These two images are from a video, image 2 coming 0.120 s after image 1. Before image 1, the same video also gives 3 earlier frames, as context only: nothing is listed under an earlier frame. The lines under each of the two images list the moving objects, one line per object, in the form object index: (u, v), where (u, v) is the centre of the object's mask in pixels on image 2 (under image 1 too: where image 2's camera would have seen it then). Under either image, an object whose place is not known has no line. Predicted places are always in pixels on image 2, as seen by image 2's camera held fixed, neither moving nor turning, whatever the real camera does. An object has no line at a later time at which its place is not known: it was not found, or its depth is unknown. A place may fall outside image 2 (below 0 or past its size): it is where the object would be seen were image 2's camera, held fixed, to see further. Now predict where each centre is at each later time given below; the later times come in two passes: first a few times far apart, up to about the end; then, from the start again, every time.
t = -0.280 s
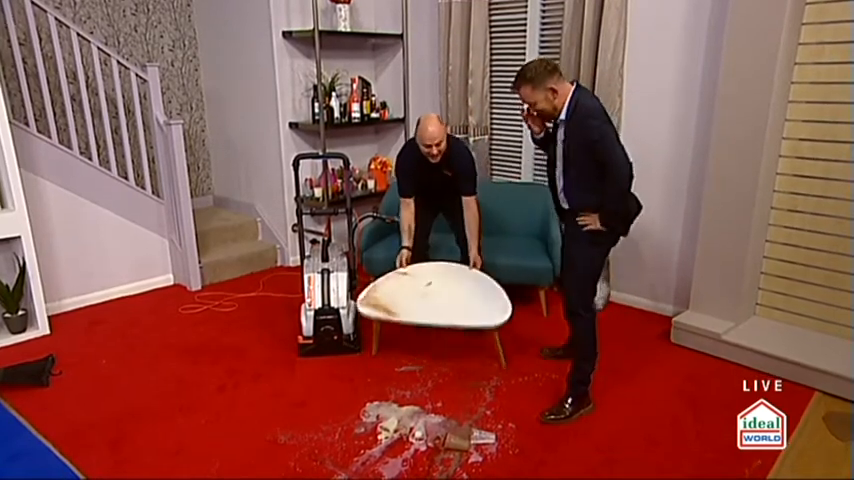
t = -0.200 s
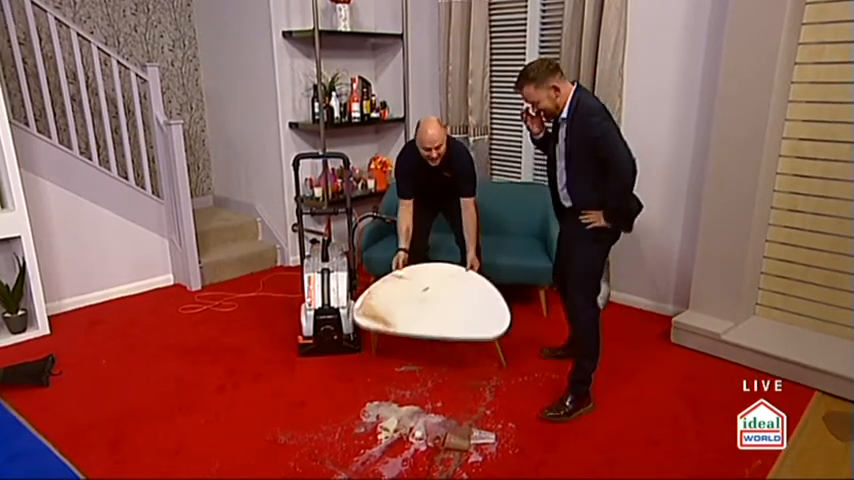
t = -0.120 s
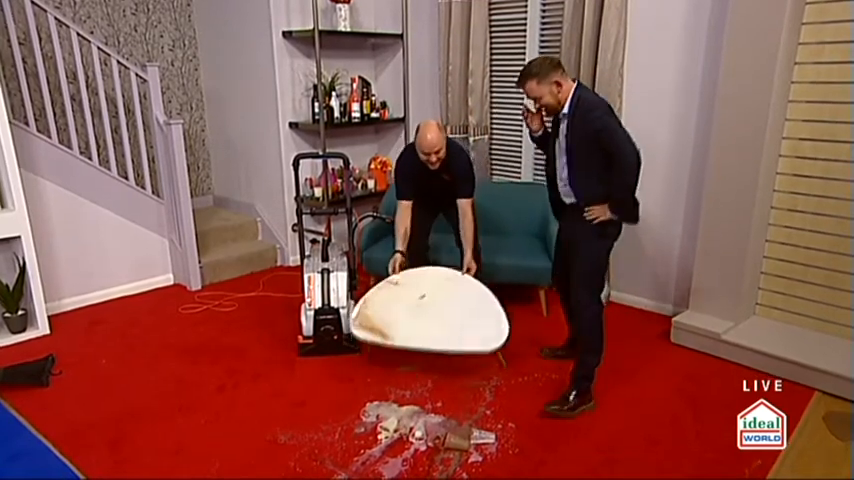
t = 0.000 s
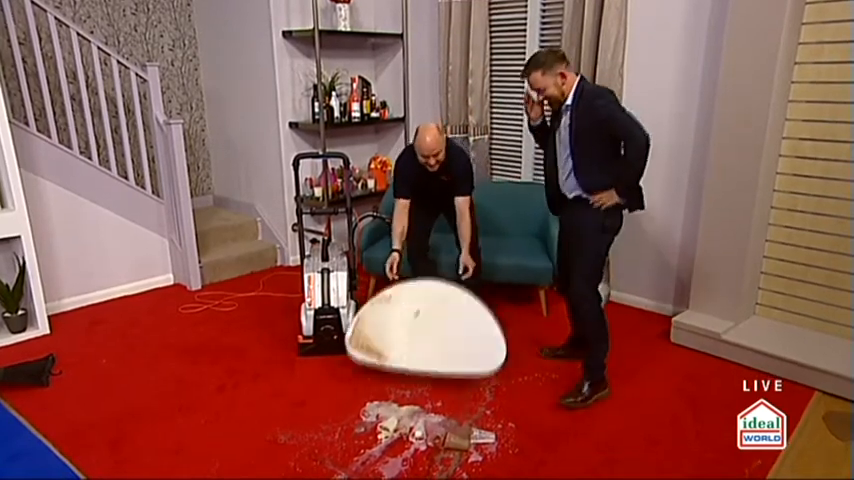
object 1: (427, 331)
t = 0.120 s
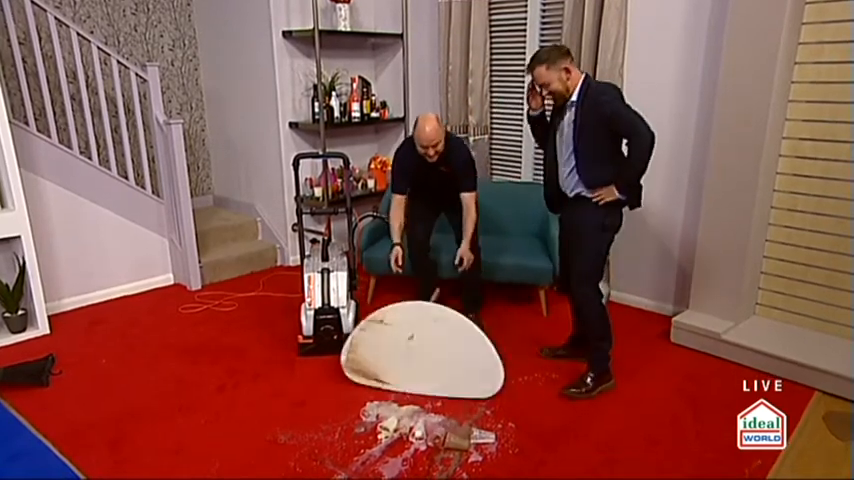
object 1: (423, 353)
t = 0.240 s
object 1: (421, 359)
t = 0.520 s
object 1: (418, 365)
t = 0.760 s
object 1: (412, 380)
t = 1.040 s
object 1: (406, 413)
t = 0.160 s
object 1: (422, 354)
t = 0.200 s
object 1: (422, 357)
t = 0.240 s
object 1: (421, 359)
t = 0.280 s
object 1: (420, 360)
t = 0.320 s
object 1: (419, 361)
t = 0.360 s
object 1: (418, 361)
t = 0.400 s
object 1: (418, 362)
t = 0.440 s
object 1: (418, 363)
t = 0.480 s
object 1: (418, 364)
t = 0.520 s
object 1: (418, 365)
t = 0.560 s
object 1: (417, 367)
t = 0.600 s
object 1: (417, 368)
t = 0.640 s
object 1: (416, 370)
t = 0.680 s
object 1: (417, 372)
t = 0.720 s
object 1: (416, 375)
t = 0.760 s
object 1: (412, 380)
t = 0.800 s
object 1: (408, 395)
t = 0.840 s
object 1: (407, 408)
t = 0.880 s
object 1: (408, 416)
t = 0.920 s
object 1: (407, 415)
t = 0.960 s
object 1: (407, 413)
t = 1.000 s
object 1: (406, 413)
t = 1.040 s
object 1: (406, 413)
